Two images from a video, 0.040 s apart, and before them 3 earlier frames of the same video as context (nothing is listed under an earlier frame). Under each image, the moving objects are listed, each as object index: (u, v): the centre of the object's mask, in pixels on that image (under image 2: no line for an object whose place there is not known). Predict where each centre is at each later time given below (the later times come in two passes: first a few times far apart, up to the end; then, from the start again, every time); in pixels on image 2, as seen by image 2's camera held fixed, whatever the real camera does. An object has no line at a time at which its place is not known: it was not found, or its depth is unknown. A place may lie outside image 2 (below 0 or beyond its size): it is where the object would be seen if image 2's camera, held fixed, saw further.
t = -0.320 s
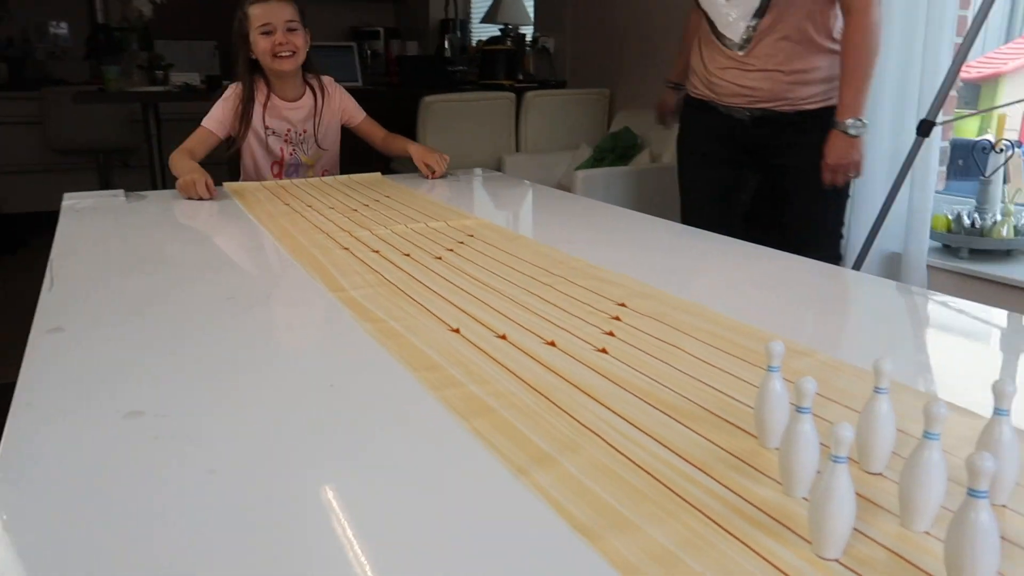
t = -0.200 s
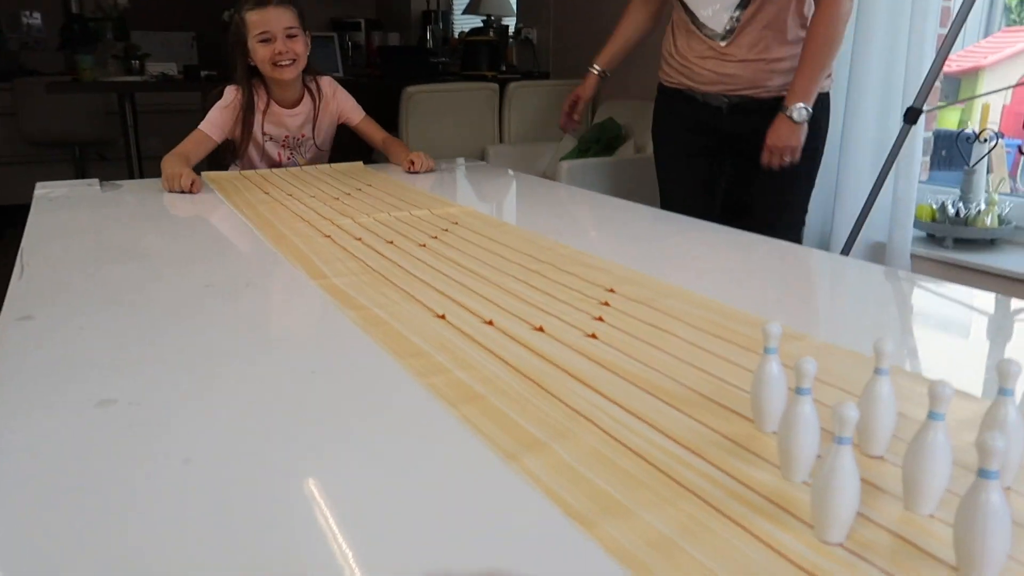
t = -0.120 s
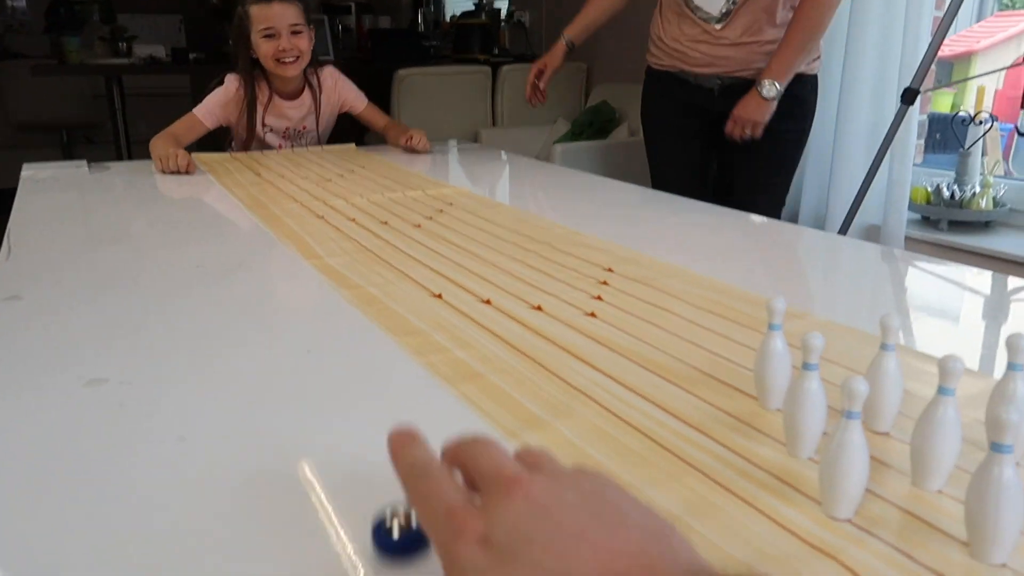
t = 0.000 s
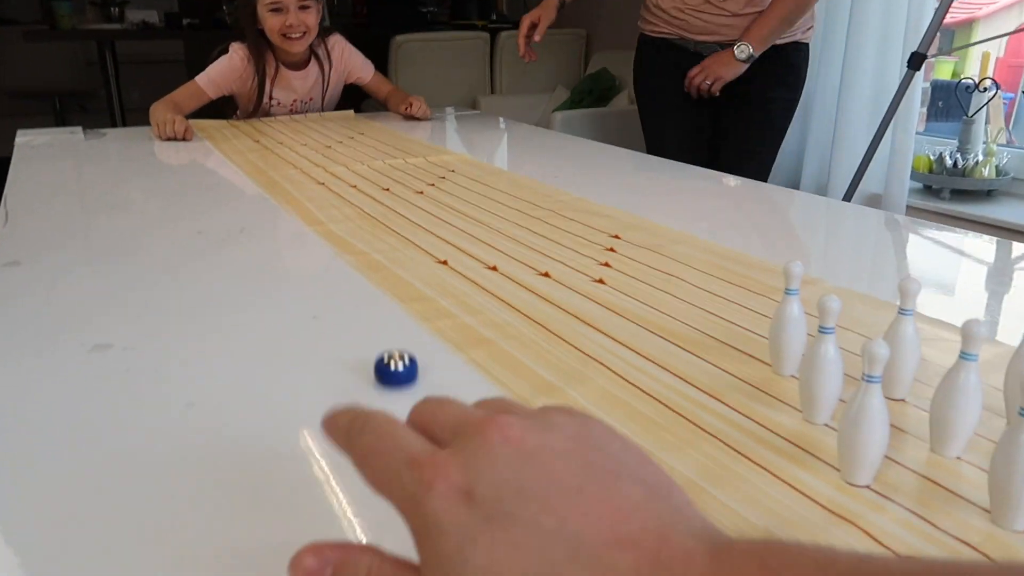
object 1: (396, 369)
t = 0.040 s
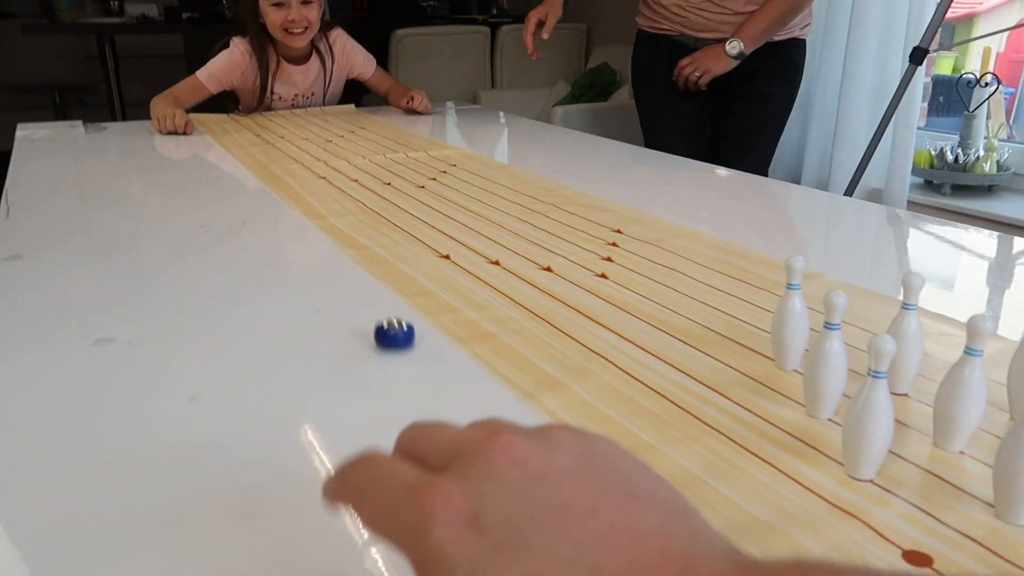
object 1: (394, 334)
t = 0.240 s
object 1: (378, 242)
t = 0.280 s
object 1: (376, 230)
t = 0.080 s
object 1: (390, 309)
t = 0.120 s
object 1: (387, 290)
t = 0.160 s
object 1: (383, 270)
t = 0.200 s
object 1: (381, 256)
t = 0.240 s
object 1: (378, 242)
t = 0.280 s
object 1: (376, 230)
